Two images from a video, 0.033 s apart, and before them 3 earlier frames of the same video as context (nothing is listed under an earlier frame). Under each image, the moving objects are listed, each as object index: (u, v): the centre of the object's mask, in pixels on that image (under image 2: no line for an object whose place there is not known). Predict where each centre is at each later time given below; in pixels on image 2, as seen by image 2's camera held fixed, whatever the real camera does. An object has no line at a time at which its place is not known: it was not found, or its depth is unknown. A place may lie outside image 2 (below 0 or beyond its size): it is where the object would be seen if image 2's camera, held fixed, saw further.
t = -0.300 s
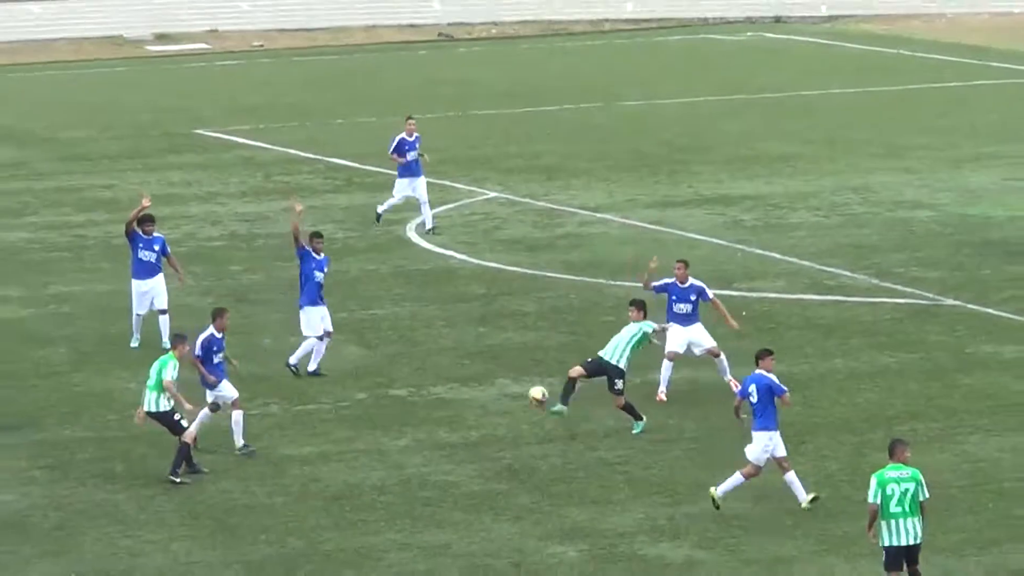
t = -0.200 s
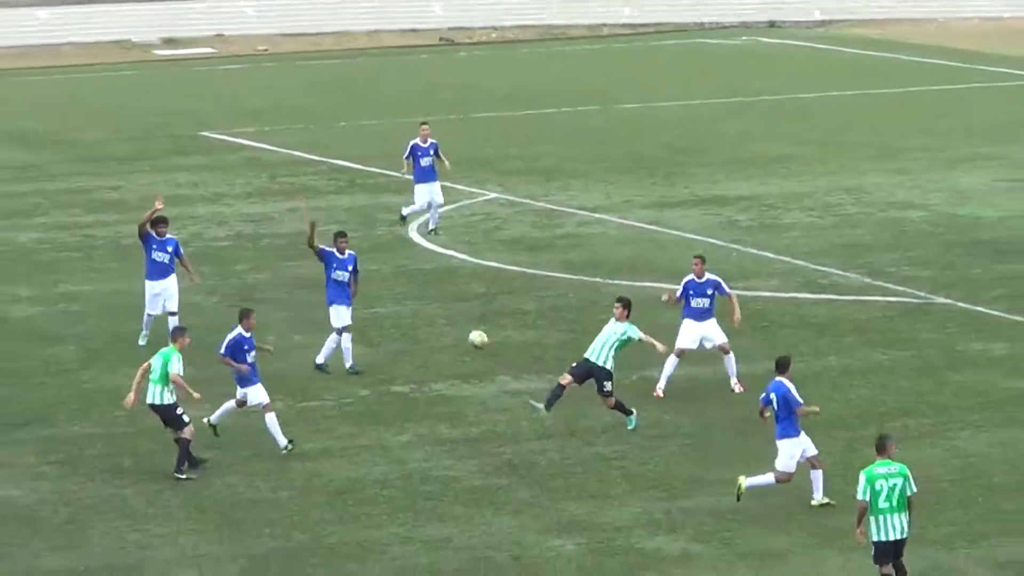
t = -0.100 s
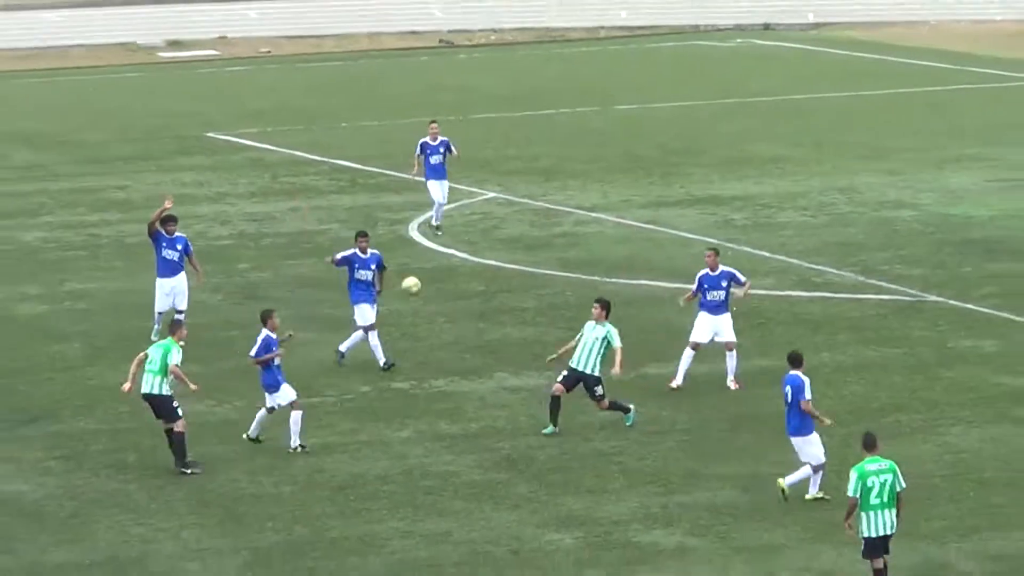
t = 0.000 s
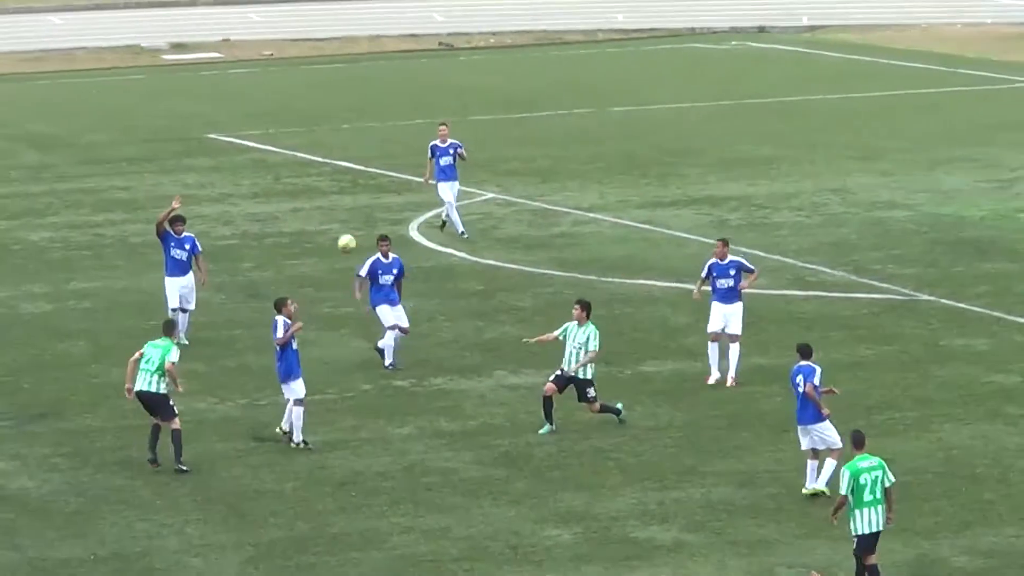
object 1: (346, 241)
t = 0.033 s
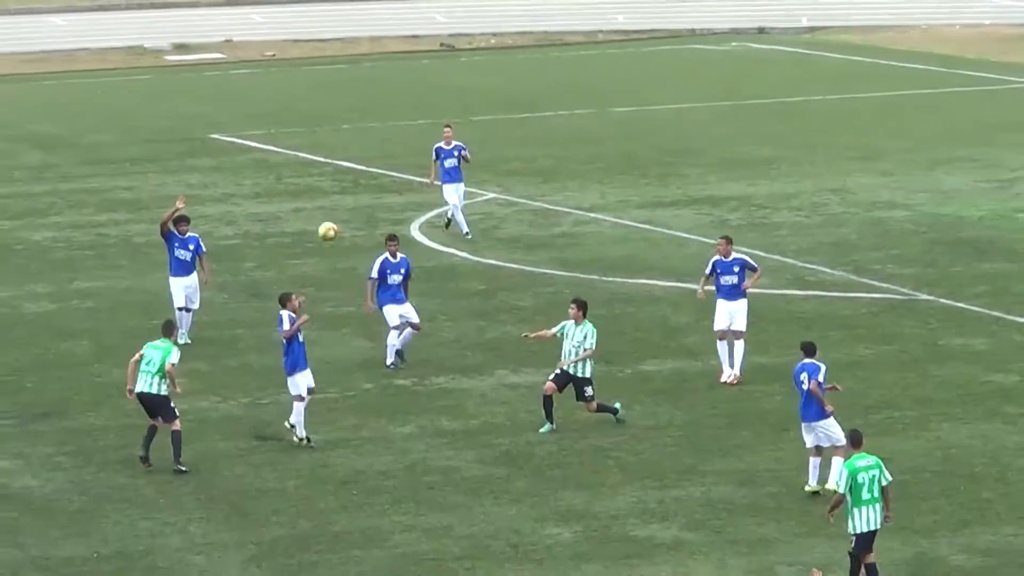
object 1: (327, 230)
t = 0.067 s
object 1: (306, 217)
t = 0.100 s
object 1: (285, 206)
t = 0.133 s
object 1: (265, 198)
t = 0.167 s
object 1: (244, 189)
